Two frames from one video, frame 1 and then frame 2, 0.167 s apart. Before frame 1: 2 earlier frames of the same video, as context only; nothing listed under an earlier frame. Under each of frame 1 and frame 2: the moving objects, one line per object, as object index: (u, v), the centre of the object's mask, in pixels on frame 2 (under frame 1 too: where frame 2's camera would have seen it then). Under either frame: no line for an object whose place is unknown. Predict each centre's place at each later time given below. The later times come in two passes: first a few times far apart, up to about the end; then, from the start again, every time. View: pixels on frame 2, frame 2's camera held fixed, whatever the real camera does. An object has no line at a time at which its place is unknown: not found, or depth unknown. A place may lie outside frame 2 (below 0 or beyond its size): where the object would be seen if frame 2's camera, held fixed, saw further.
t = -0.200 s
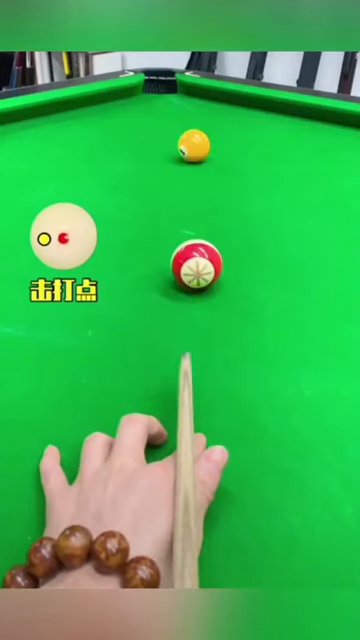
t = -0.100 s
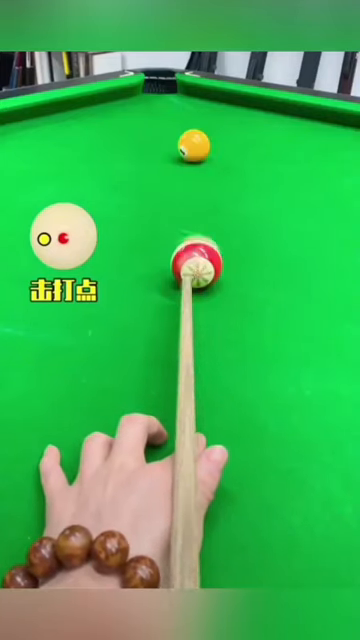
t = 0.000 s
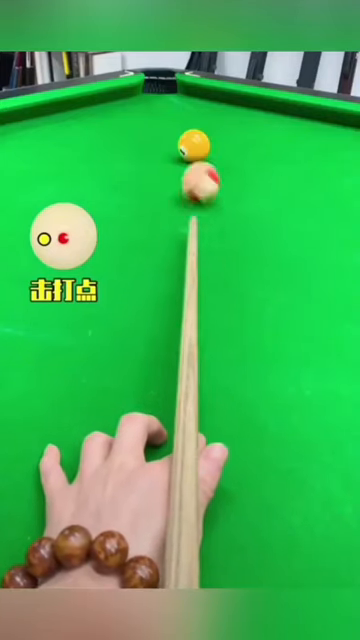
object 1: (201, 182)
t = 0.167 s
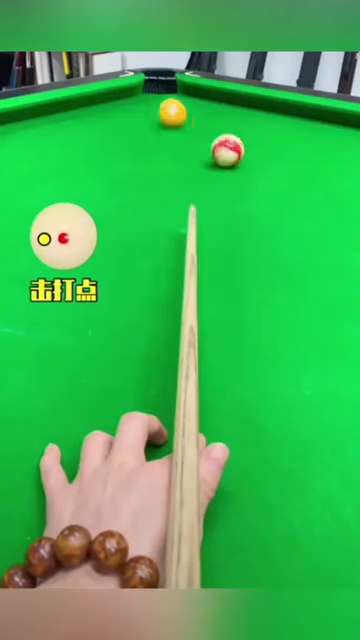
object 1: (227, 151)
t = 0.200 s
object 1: (234, 149)
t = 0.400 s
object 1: (268, 138)
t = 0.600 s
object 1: (296, 128)
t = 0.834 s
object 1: (325, 119)
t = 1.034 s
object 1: (321, 117)
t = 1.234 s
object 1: (298, 118)
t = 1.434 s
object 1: (275, 119)
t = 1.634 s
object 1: (255, 121)
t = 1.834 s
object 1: (235, 122)
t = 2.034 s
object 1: (216, 123)
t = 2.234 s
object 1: (199, 123)
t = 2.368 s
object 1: (186, 124)
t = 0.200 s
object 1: (234, 149)
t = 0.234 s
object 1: (240, 147)
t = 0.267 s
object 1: (246, 145)
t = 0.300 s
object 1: (251, 143)
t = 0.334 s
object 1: (257, 141)
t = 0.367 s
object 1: (262, 139)
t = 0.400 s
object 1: (268, 138)
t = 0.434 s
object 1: (273, 136)
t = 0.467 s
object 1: (278, 135)
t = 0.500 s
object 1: (282, 133)
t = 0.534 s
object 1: (287, 131)
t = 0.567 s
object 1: (291, 130)
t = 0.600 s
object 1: (296, 128)
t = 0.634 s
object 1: (301, 127)
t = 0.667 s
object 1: (305, 126)
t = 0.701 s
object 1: (309, 124)
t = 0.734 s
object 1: (313, 123)
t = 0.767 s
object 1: (317, 122)
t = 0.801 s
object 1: (321, 121)
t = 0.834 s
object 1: (325, 119)
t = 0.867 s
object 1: (329, 118)
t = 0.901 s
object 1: (332, 117)
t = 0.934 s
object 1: (334, 117)
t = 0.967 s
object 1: (329, 117)
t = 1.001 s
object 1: (325, 117)
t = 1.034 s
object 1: (321, 117)
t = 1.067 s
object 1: (317, 117)
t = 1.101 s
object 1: (313, 117)
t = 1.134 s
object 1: (309, 118)
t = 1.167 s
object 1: (306, 118)
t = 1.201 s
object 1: (302, 118)
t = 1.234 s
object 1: (298, 118)
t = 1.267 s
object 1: (294, 118)
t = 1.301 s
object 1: (291, 118)
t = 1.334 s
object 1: (287, 118)
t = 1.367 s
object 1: (283, 119)
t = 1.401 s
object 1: (279, 119)
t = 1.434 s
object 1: (275, 119)
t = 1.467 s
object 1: (273, 120)
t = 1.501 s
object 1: (269, 119)
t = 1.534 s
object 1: (265, 120)
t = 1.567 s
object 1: (262, 120)
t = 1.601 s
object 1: (258, 120)
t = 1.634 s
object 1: (255, 121)
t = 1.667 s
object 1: (251, 120)
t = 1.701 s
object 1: (248, 121)
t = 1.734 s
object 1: (245, 121)
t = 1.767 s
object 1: (241, 121)
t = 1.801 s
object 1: (238, 121)
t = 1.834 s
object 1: (235, 122)
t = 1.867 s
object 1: (232, 122)
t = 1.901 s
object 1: (229, 122)
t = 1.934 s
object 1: (225, 122)
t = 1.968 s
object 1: (222, 122)
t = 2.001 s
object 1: (219, 122)
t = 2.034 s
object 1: (216, 123)
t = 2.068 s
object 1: (213, 123)
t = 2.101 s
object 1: (211, 123)
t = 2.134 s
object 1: (207, 123)
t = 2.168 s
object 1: (205, 123)
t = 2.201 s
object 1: (202, 123)
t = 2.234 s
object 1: (199, 123)
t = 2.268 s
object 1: (193, 124)
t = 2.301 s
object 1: (191, 124)
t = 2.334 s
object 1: (188, 124)
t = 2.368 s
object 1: (186, 124)
